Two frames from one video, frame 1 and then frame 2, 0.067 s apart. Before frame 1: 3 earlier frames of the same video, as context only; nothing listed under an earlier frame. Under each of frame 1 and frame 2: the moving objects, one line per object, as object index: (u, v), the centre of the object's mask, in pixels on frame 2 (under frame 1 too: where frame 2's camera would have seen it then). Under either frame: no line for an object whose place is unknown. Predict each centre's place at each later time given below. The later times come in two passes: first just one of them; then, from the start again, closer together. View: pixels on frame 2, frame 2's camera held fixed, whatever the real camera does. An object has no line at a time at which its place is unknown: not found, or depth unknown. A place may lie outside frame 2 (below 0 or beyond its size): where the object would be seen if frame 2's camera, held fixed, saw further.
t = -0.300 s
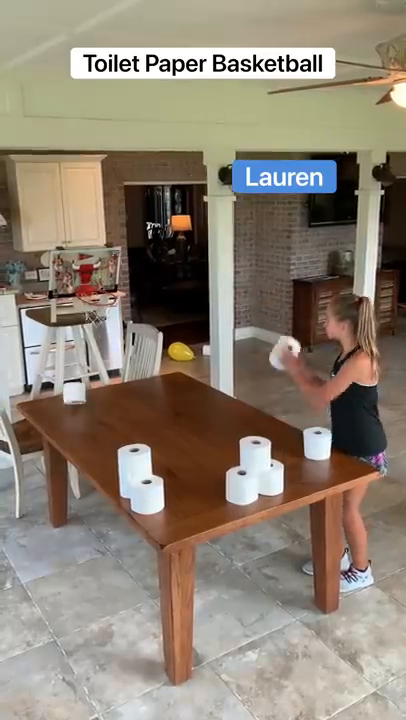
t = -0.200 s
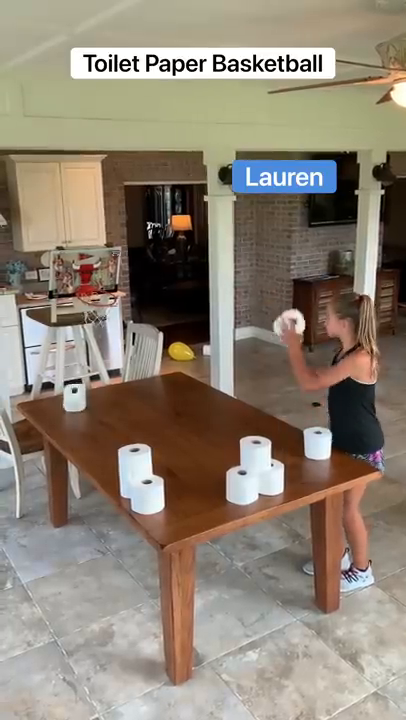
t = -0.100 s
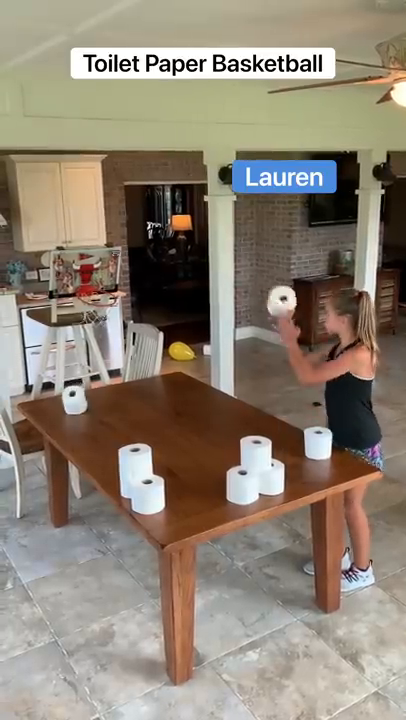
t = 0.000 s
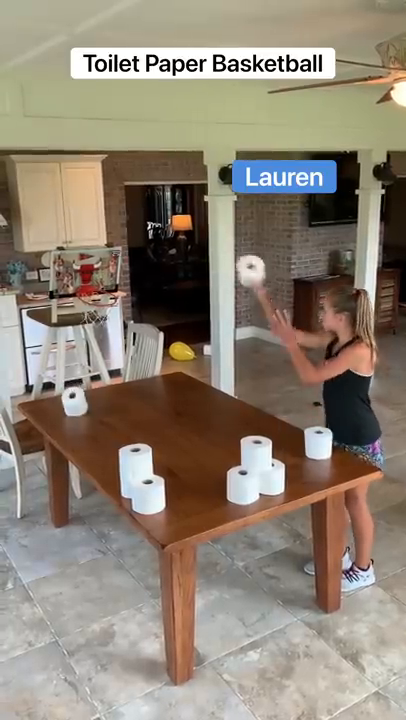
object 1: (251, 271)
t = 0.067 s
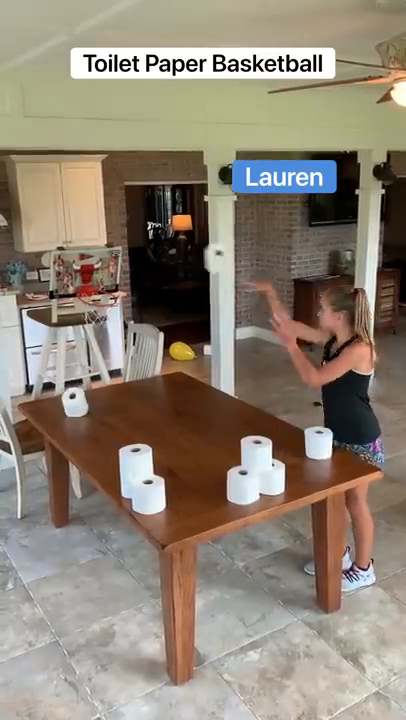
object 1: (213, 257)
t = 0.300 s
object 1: (120, 281)
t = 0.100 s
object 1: (202, 256)
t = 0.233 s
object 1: (145, 265)
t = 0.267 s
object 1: (133, 272)
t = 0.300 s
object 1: (120, 281)
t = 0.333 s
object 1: (107, 290)
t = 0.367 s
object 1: (98, 297)
